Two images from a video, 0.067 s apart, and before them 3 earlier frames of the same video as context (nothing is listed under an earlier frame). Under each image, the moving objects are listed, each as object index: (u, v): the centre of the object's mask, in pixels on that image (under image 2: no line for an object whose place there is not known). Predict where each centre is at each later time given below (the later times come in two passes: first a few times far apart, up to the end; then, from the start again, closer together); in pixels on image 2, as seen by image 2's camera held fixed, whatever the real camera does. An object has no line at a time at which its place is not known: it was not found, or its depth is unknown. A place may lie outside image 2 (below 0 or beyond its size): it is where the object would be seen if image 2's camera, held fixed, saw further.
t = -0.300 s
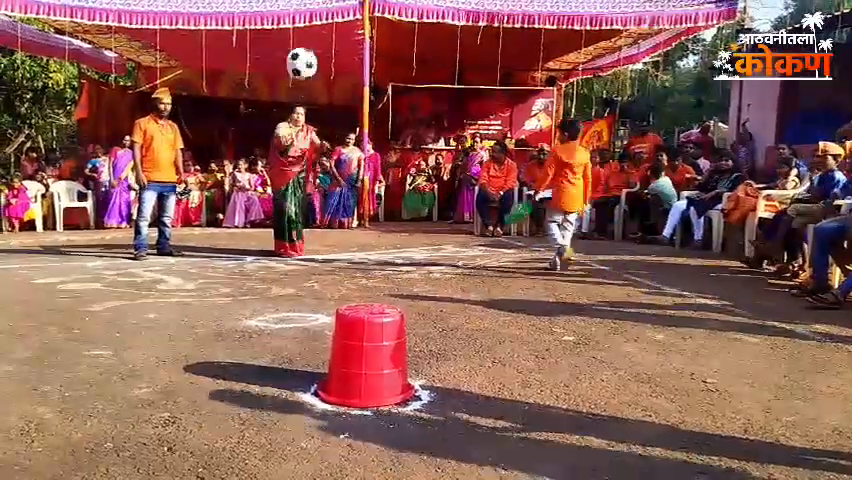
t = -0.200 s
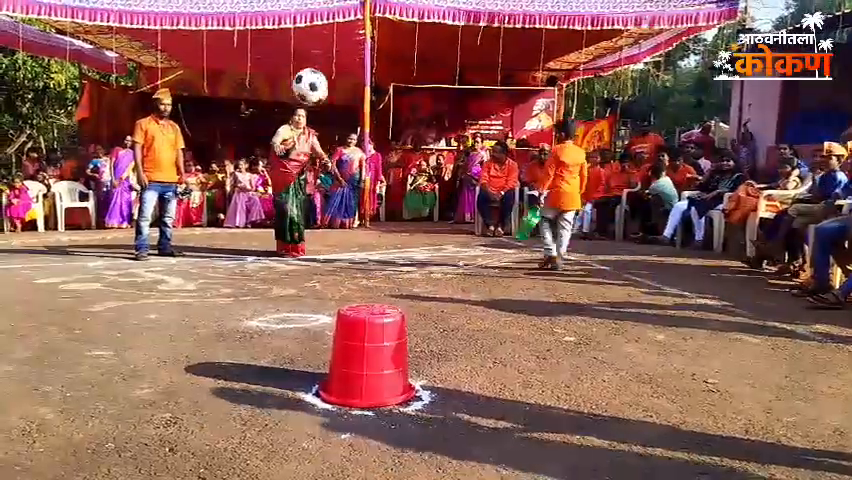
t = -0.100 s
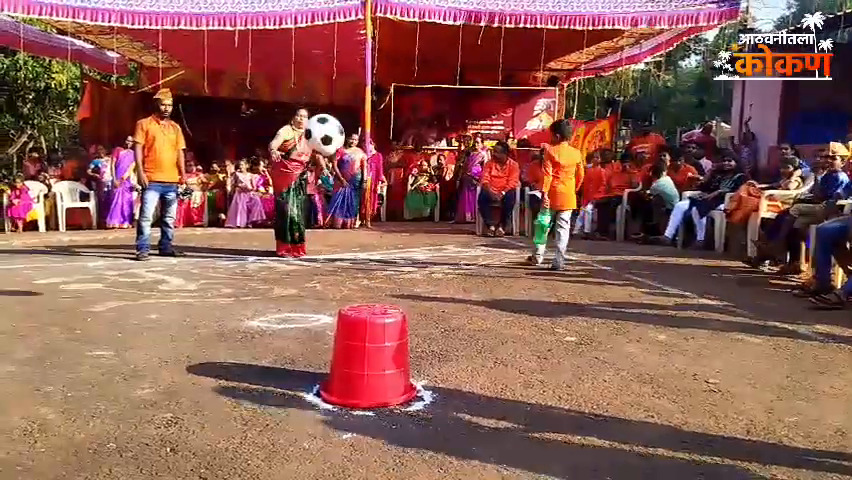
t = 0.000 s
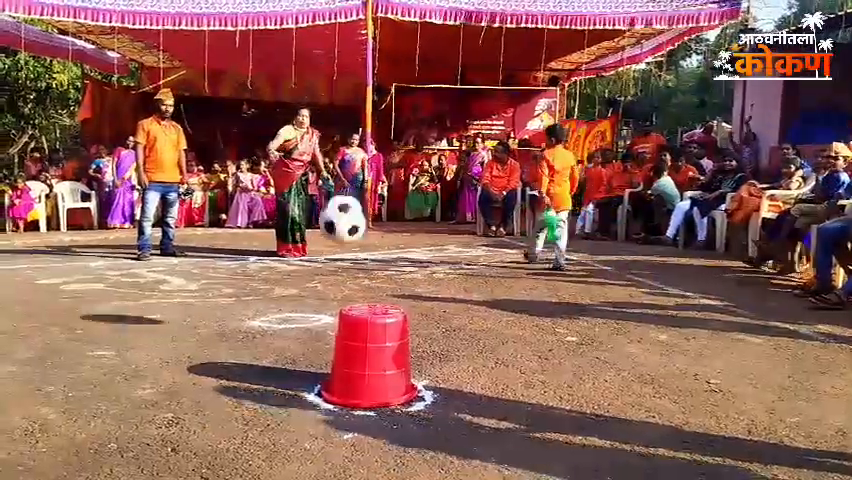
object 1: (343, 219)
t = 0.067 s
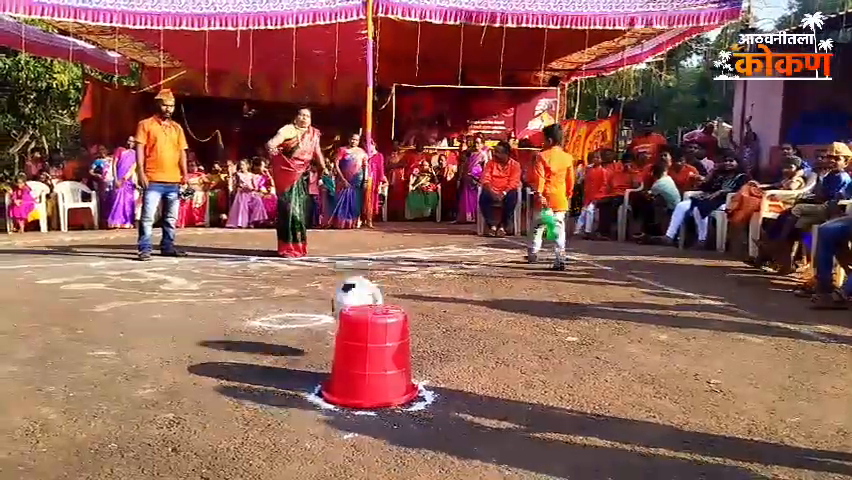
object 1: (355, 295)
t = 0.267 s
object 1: (356, 165)
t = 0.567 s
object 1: (331, 13)
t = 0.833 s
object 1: (294, 59)
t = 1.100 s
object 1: (248, 363)
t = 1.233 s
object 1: (231, 297)
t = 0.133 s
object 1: (362, 294)
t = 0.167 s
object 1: (361, 269)
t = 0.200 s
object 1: (360, 233)
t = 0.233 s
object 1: (358, 199)
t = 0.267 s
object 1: (356, 165)
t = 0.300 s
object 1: (353, 139)
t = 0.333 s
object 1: (350, 113)
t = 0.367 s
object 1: (347, 90)
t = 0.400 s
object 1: (345, 68)
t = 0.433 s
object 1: (342, 48)
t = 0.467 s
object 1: (339, 29)
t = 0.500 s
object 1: (336, 20)
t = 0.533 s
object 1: (334, 16)
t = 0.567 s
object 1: (331, 13)
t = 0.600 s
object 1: (328, 12)
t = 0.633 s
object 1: (323, 11)
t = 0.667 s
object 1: (319, 11)
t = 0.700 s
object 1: (314, 13)
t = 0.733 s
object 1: (309, 18)
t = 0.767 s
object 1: (304, 25)
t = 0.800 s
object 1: (300, 39)
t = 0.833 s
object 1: (294, 59)
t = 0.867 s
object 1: (289, 81)
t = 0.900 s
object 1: (283, 107)
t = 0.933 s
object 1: (278, 140)
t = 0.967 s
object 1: (272, 179)
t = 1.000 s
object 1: (267, 222)
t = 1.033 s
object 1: (260, 267)
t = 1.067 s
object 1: (254, 312)
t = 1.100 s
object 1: (248, 363)
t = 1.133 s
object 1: (241, 396)
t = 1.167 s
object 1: (239, 360)
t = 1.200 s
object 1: (235, 329)
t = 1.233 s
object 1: (231, 297)
